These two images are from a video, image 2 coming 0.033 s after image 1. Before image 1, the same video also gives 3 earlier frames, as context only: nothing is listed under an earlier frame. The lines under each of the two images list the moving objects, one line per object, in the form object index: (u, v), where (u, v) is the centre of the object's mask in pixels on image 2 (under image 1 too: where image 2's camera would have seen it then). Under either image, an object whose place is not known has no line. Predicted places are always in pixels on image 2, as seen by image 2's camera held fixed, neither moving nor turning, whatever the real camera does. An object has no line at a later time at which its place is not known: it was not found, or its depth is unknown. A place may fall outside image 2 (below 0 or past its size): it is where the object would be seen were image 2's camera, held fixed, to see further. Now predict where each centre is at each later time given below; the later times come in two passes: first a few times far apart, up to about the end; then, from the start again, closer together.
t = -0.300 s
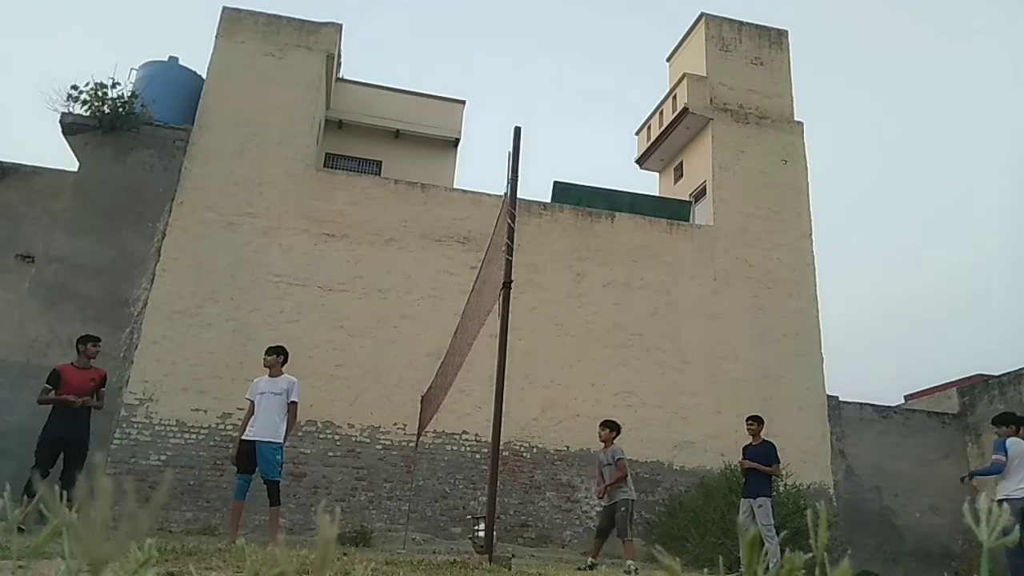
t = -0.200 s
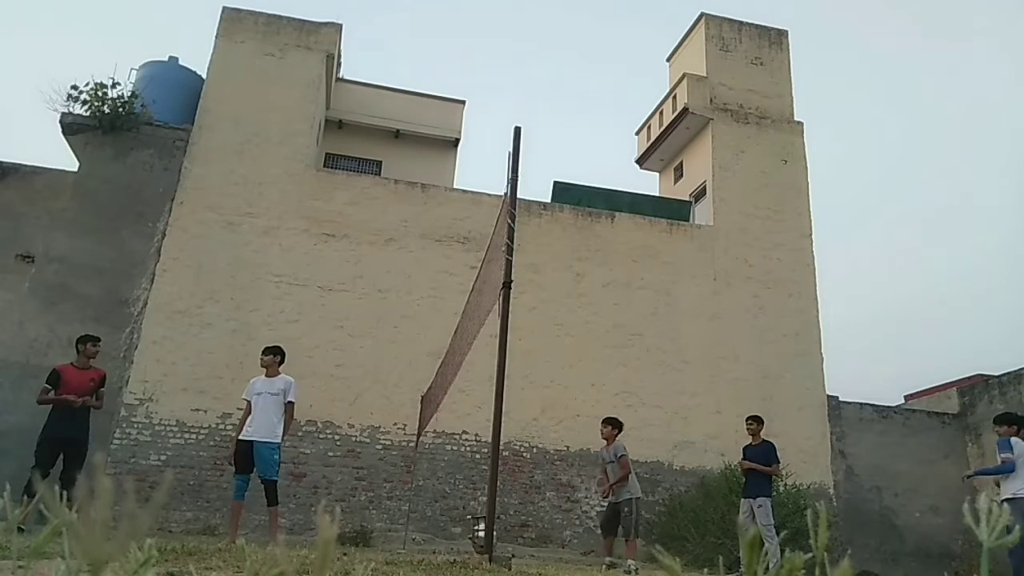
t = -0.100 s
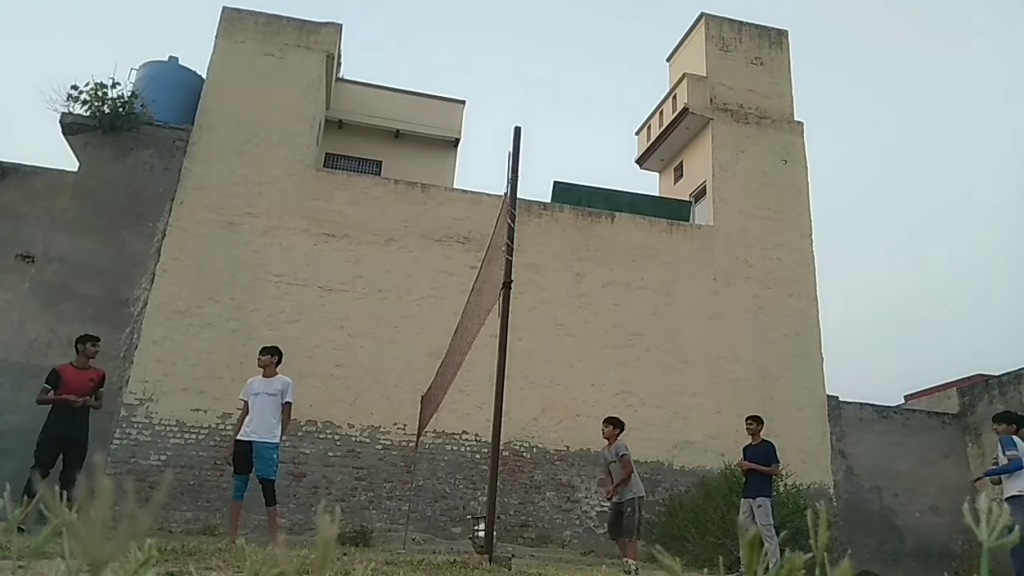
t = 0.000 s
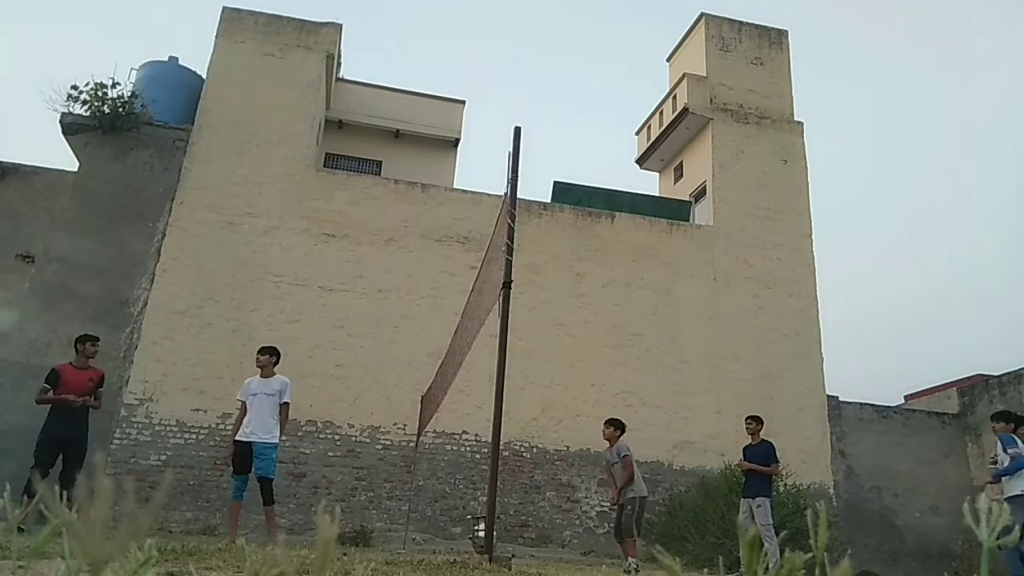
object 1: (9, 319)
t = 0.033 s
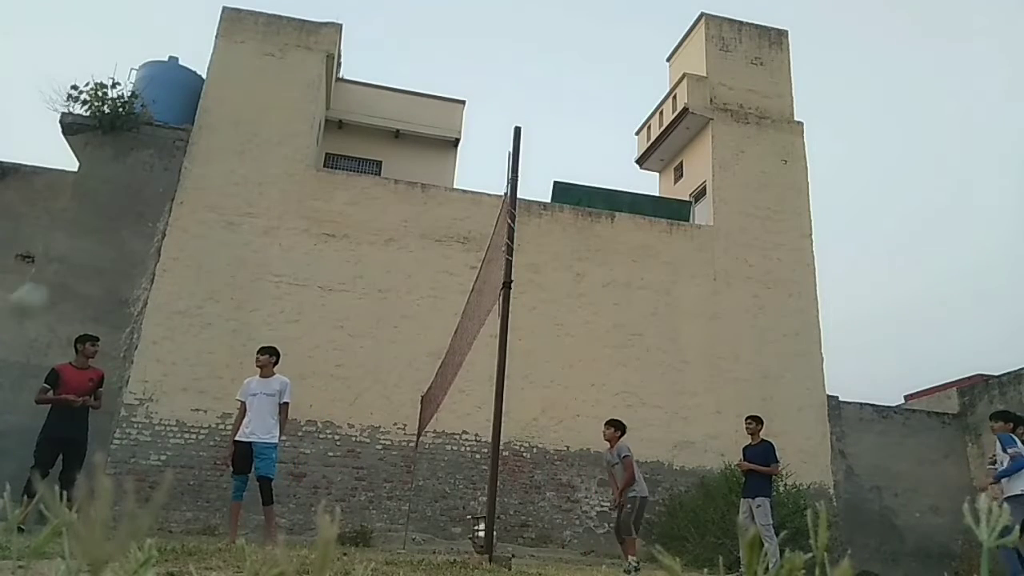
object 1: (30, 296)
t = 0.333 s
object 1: (236, 171)
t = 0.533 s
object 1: (342, 142)
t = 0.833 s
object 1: (470, 179)
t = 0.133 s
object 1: (108, 238)
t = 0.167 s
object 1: (132, 222)
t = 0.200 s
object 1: (154, 209)
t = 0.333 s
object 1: (236, 171)
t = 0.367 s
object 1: (256, 166)
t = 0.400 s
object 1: (274, 157)
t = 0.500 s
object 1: (326, 143)
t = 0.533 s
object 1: (342, 142)
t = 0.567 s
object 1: (357, 142)
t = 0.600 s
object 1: (372, 143)
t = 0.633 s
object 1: (387, 145)
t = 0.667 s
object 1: (402, 148)
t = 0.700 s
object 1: (416, 152)
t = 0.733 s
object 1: (430, 158)
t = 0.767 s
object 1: (443, 163)
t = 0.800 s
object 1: (457, 172)
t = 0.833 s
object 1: (470, 179)
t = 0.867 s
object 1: (483, 189)
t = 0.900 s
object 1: (494, 197)
